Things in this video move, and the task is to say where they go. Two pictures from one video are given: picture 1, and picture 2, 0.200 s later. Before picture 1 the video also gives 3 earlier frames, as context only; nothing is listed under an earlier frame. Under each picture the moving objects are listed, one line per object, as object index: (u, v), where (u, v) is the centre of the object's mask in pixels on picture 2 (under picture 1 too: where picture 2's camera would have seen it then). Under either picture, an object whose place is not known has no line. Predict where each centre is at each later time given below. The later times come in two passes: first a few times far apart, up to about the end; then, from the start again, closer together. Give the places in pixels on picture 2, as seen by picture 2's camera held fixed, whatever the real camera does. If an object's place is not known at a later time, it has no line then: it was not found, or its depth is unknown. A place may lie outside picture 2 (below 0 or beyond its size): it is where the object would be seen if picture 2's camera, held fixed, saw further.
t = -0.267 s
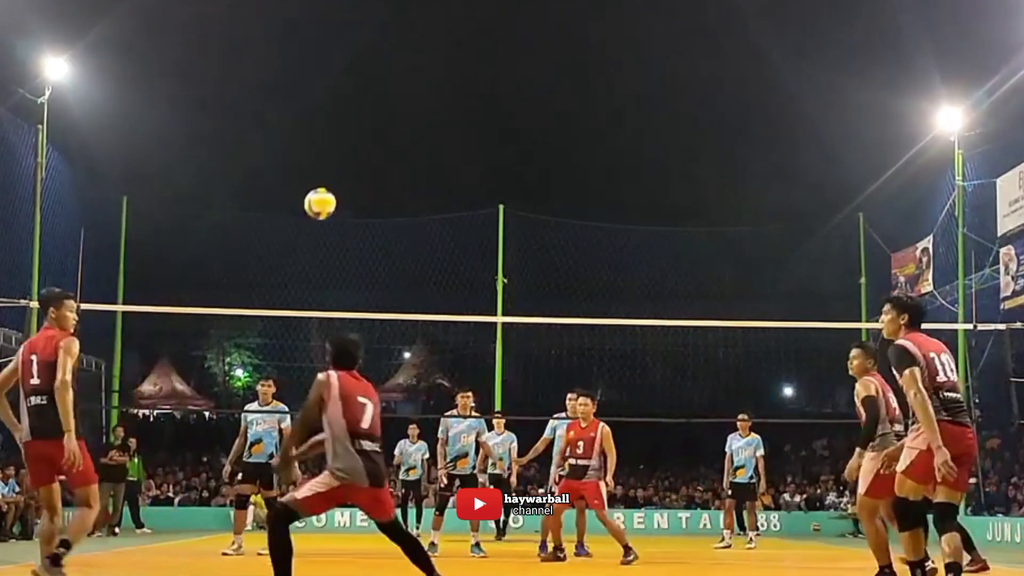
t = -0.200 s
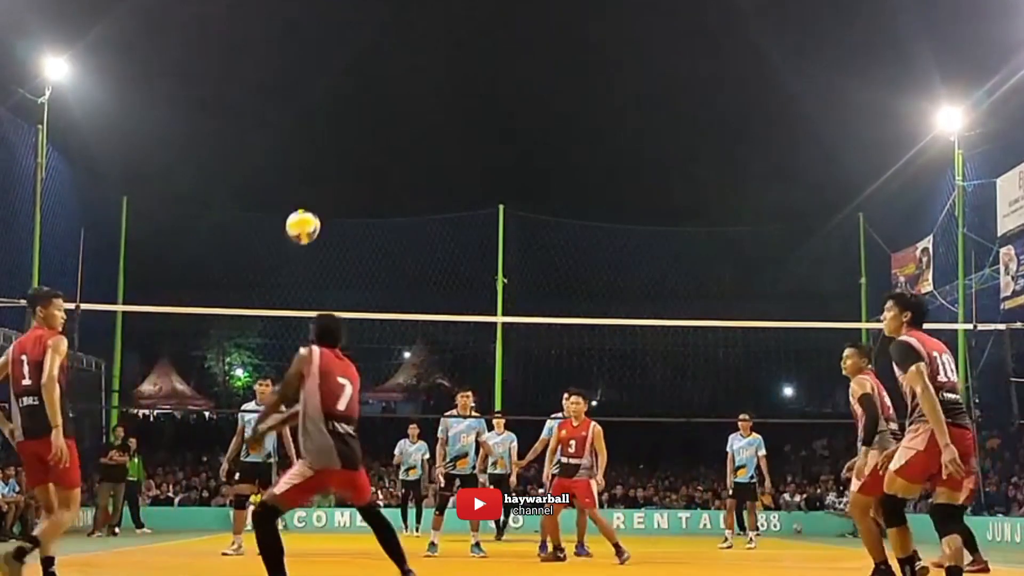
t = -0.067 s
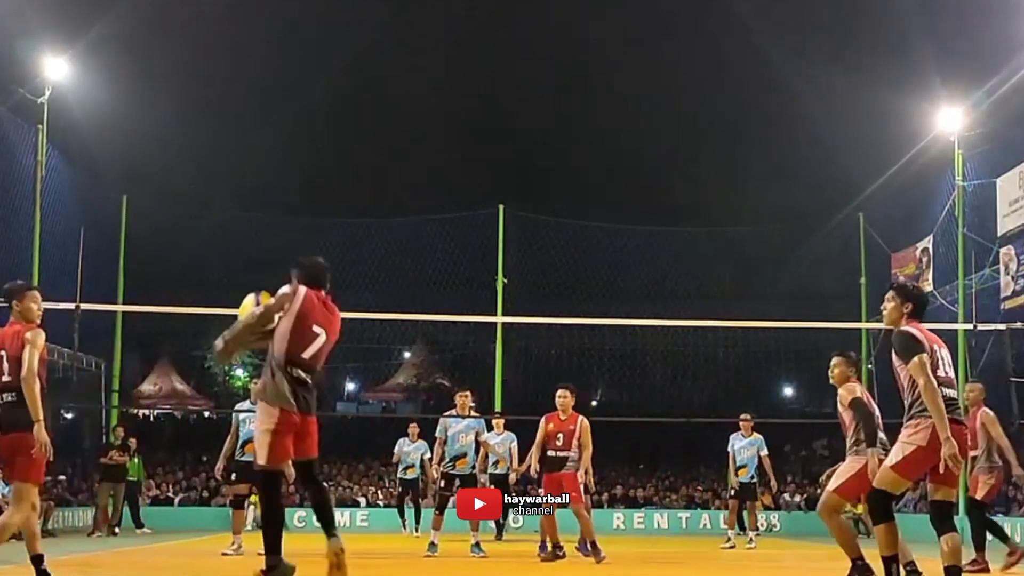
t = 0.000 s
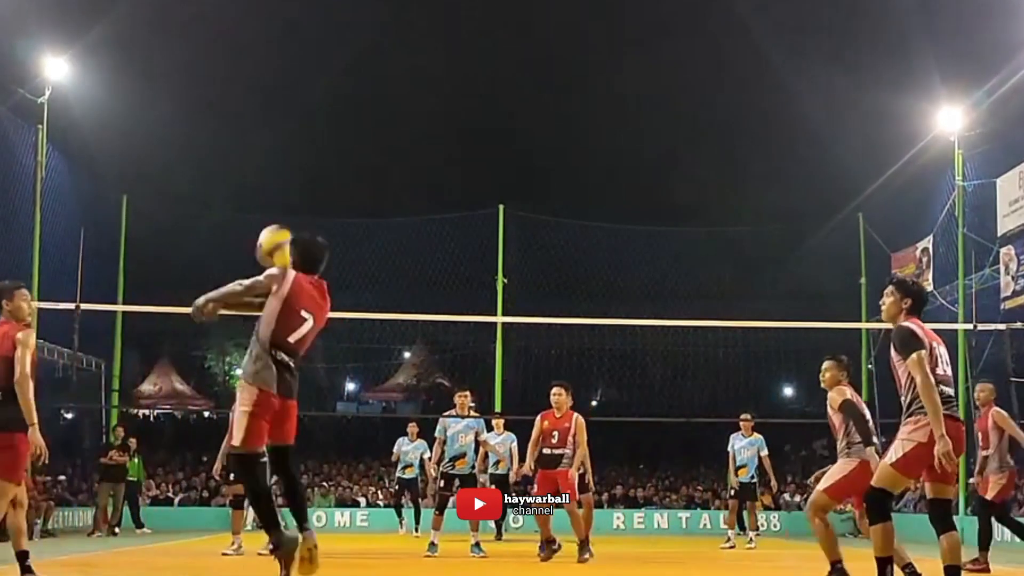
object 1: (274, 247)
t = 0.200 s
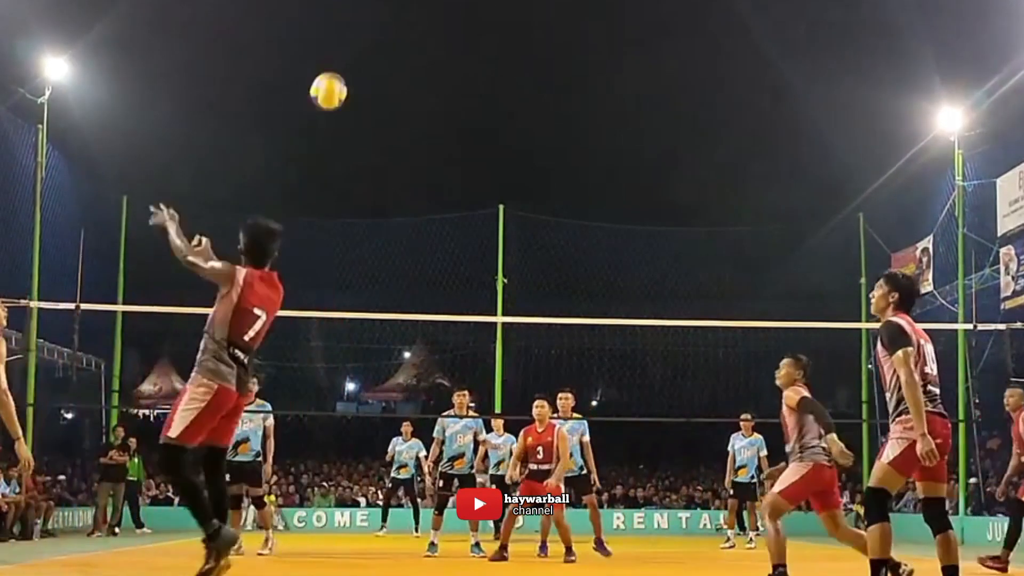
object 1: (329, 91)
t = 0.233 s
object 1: (336, 74)
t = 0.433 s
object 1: (376, 14)
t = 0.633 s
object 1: (408, 13)
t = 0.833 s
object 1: (436, 58)
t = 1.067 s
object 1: (464, 162)
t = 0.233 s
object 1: (336, 74)
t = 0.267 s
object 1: (343, 59)
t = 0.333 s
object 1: (357, 35)
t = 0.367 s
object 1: (363, 26)
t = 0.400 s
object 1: (369, 19)
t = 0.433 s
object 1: (376, 14)
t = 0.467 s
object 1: (382, 12)
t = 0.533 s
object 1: (393, 10)
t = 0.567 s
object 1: (399, 10)
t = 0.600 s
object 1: (404, 11)
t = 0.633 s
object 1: (408, 13)
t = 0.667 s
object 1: (413, 16)
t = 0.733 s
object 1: (423, 29)
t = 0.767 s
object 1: (428, 37)
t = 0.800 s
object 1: (432, 47)
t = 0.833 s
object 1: (436, 58)
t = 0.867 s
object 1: (440, 69)
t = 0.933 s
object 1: (449, 97)
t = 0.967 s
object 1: (452, 111)
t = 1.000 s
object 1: (456, 128)
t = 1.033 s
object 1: (460, 144)
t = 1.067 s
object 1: (464, 162)
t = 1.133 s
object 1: (471, 201)
